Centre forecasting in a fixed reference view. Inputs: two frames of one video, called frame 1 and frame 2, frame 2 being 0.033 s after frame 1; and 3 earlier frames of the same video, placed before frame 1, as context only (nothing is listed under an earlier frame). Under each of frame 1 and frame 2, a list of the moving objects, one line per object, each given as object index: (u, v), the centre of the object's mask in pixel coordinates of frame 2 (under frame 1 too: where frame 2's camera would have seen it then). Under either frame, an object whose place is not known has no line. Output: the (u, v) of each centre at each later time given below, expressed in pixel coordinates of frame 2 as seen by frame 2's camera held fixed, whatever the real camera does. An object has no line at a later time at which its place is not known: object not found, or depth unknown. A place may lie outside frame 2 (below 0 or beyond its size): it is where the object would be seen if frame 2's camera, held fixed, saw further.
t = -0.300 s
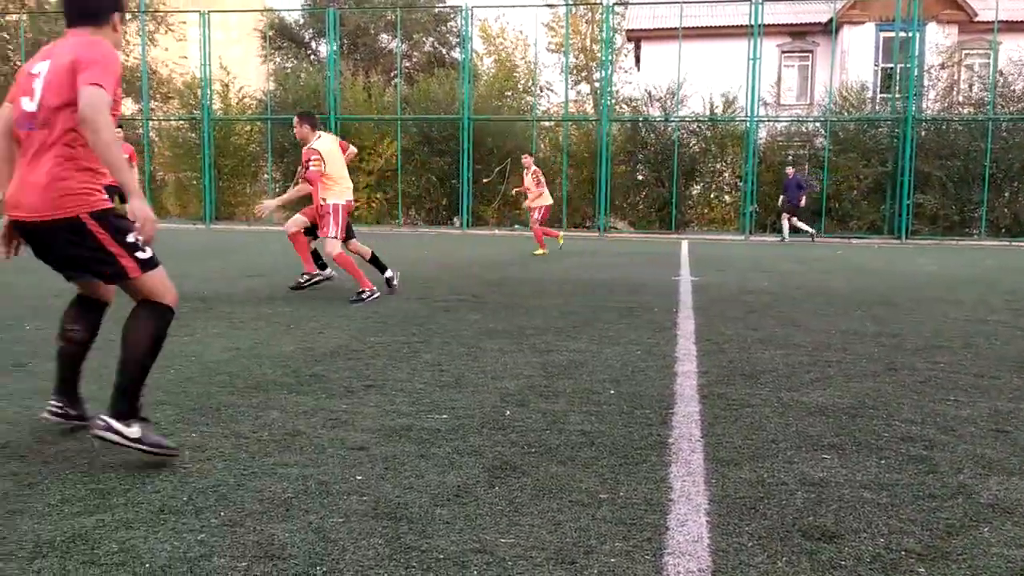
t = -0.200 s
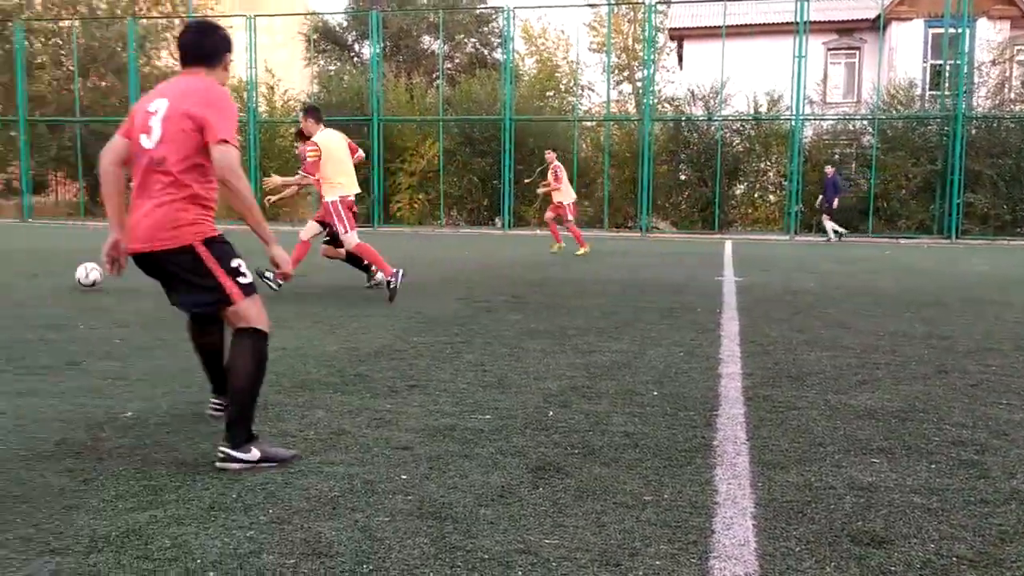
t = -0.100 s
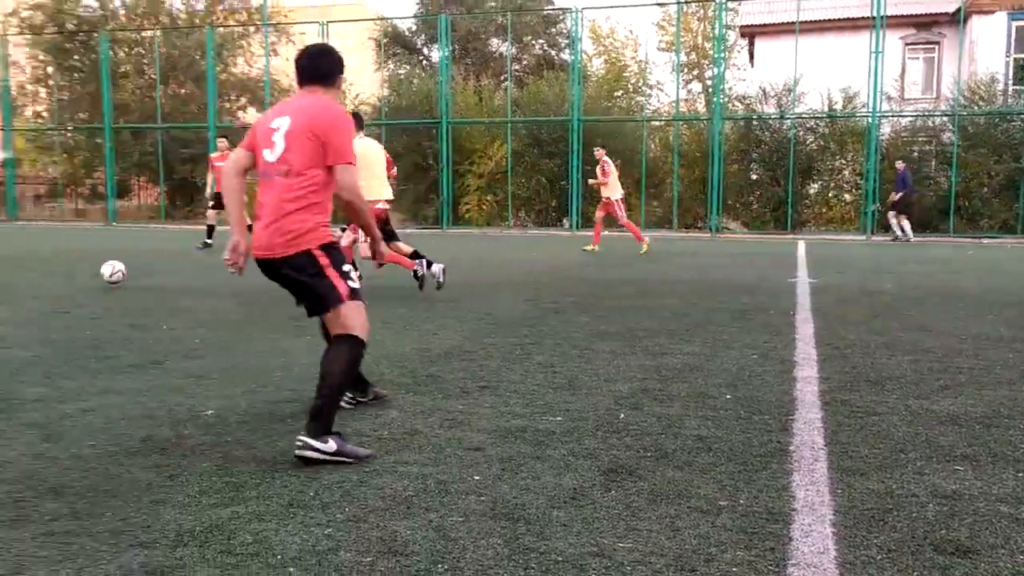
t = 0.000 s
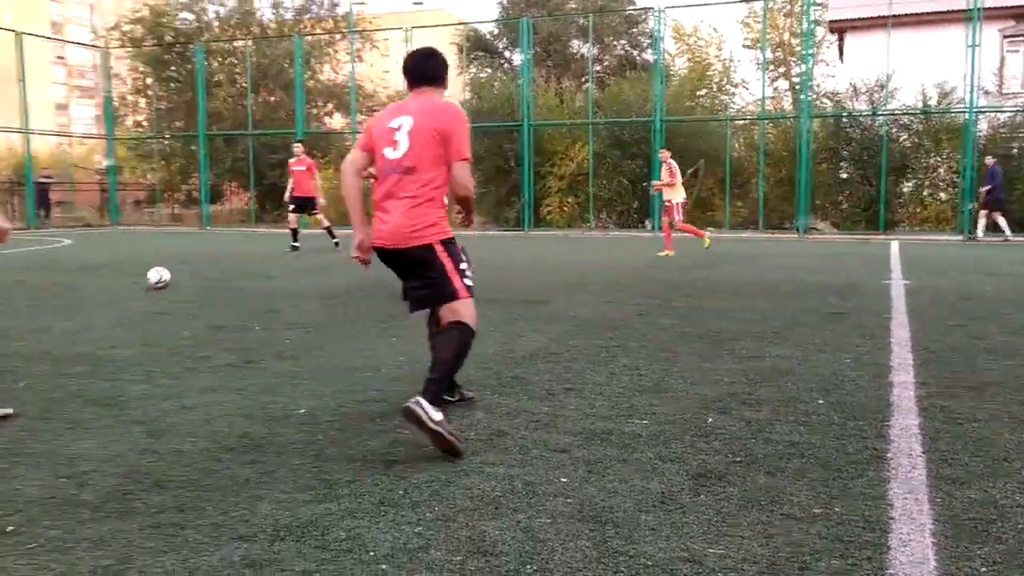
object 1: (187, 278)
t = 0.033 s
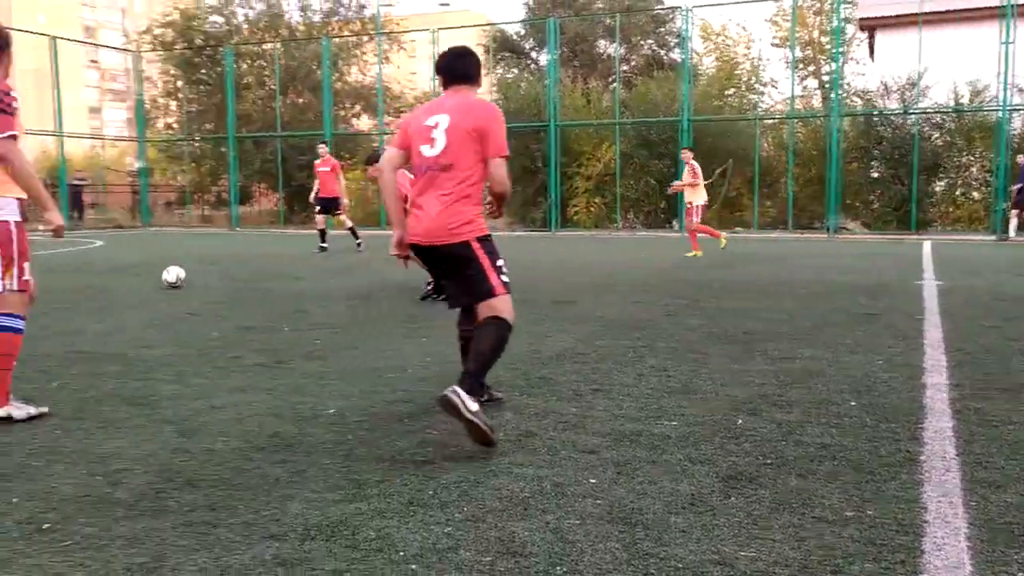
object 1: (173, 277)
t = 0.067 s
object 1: (160, 276)
